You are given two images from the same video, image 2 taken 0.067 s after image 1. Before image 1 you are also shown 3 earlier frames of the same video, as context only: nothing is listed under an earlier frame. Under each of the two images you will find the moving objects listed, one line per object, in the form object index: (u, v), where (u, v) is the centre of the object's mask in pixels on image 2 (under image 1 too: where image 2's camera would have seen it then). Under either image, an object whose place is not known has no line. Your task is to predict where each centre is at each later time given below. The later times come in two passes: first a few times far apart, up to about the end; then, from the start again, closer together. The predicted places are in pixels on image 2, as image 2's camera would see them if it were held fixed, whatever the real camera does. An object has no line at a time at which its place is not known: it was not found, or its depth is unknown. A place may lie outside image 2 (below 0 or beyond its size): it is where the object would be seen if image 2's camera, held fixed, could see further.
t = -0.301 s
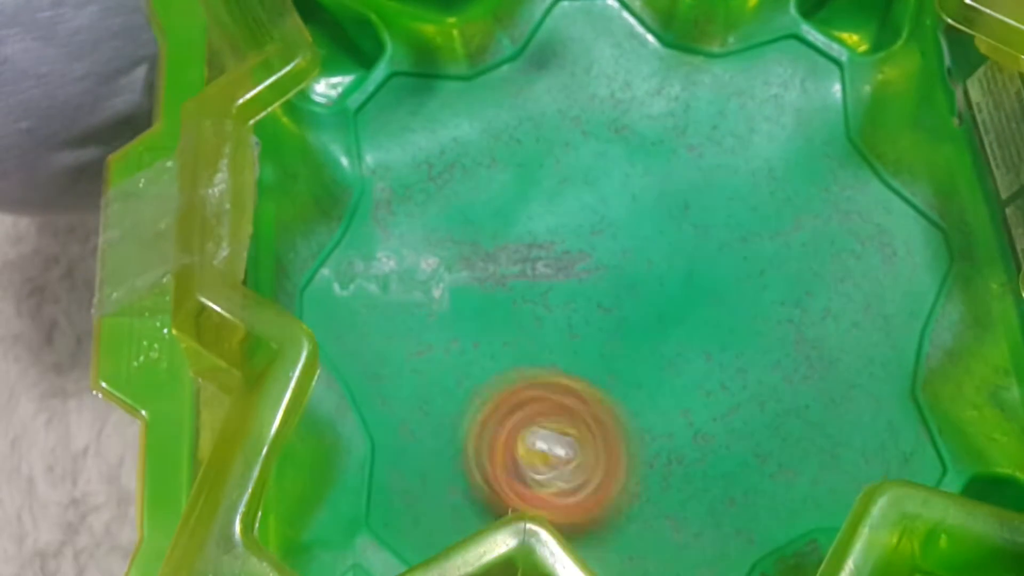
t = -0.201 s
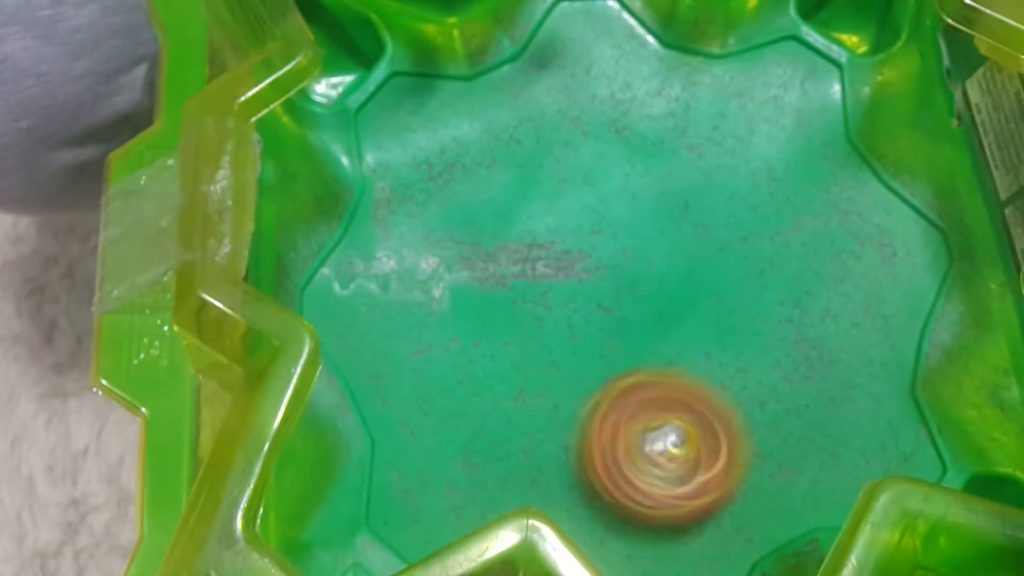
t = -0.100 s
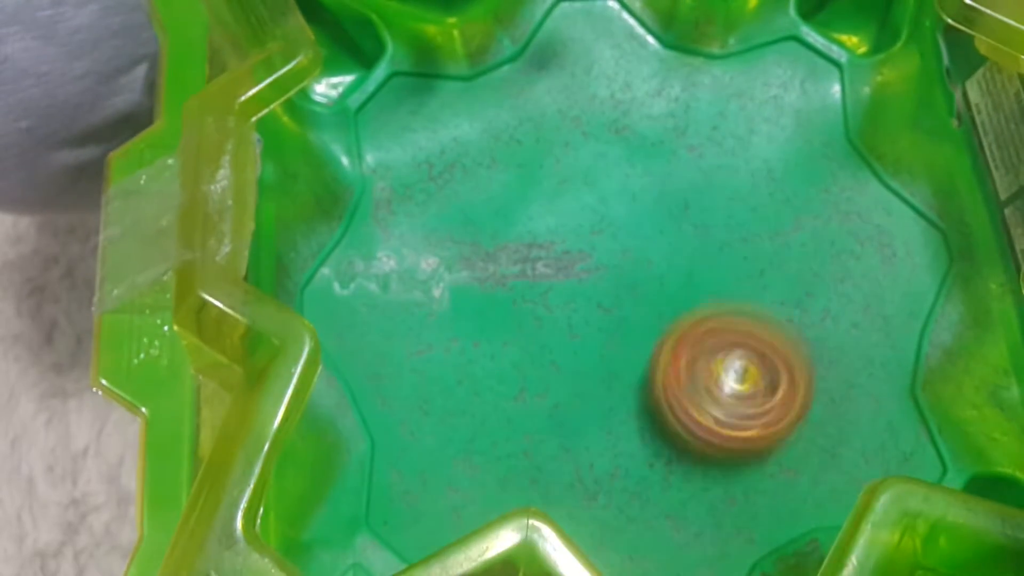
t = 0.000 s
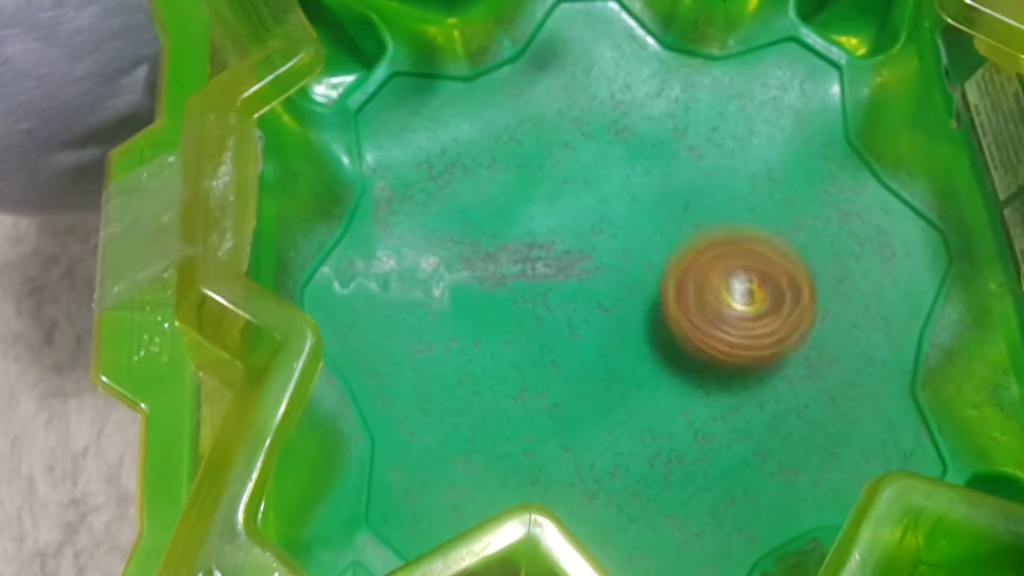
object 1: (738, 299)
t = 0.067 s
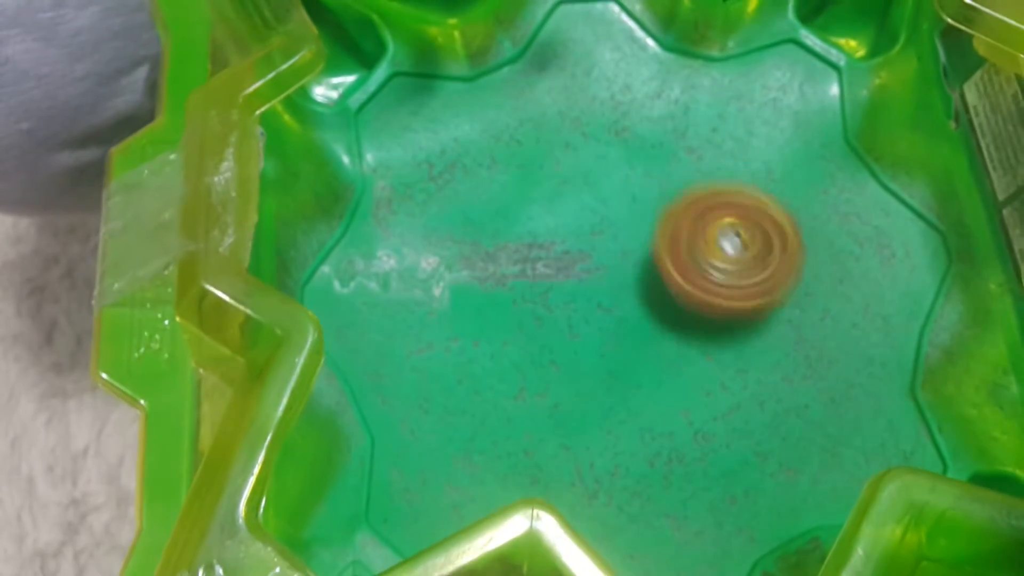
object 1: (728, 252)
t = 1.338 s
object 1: (571, 203)
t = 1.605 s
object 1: (467, 371)
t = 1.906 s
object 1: (674, 379)
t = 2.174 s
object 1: (621, 217)
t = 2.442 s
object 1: (479, 299)
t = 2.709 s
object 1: (614, 369)
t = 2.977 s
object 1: (612, 222)
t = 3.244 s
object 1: (495, 280)
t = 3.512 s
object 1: (508, 329)
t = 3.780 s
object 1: (519, 344)
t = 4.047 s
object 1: (532, 347)
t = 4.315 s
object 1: (550, 345)
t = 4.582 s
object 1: (565, 349)
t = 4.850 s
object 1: (576, 348)
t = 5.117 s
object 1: (589, 340)
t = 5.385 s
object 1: (602, 334)
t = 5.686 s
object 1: (610, 318)
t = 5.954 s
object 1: (609, 302)
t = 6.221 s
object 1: (617, 288)
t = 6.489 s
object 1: (620, 279)
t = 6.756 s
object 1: (620, 269)
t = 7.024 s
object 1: (610, 258)
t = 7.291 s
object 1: (606, 256)
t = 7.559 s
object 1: (602, 253)
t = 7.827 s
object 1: (593, 261)
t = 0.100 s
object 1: (719, 232)
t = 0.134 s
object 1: (706, 211)
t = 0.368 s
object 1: (527, 178)
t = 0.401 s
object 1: (500, 199)
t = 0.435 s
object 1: (482, 220)
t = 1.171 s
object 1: (697, 242)
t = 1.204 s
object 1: (680, 226)
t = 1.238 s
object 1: (658, 213)
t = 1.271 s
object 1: (629, 201)
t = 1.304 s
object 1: (600, 198)
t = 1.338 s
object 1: (571, 203)
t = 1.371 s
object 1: (537, 208)
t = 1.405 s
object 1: (511, 219)
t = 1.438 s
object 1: (493, 239)
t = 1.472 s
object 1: (479, 258)
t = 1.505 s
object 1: (470, 284)
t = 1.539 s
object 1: (462, 314)
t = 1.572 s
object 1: (460, 342)
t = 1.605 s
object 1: (467, 371)
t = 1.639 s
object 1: (483, 393)
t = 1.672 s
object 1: (508, 414)
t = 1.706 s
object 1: (538, 426)
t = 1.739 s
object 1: (570, 434)
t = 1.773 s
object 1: (600, 431)
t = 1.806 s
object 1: (627, 423)
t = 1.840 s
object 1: (648, 411)
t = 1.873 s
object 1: (664, 396)
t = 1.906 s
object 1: (674, 379)
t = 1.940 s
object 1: (678, 363)
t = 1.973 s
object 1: (684, 341)
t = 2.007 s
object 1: (683, 319)
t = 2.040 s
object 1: (677, 297)
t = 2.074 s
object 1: (670, 274)
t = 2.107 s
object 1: (659, 251)
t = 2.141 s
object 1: (644, 233)
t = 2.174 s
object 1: (621, 217)
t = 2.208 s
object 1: (595, 209)
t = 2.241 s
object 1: (570, 209)
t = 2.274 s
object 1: (541, 209)
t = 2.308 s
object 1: (516, 217)
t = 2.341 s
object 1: (499, 231)
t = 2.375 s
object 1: (487, 253)
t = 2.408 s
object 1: (480, 276)
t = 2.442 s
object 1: (479, 299)
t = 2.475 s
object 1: (482, 324)
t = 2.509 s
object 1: (492, 347)
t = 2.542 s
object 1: (508, 363)
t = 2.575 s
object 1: (528, 376)
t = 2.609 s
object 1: (550, 382)
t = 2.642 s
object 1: (573, 382)
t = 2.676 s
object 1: (594, 380)
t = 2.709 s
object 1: (614, 369)
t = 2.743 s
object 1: (629, 355)
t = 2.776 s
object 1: (640, 339)
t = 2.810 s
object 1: (647, 318)
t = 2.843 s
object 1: (648, 300)
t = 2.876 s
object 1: (648, 277)
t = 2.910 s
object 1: (642, 256)
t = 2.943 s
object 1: (631, 237)
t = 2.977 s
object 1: (612, 222)
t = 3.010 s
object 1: (591, 214)
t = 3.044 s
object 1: (569, 212)
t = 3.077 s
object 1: (544, 210)
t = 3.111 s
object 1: (526, 214)
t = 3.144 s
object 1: (509, 226)
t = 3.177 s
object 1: (497, 246)
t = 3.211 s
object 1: (494, 262)
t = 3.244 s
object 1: (495, 280)
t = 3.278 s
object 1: (497, 298)
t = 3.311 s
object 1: (503, 311)
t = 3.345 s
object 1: (505, 320)
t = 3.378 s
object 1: (501, 324)
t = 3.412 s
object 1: (500, 324)
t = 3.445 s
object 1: (503, 325)
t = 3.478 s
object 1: (506, 327)
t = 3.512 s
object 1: (508, 329)
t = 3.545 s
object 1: (509, 331)
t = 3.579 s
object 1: (510, 333)
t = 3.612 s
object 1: (512, 334)
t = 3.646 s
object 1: (515, 336)
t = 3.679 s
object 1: (517, 338)
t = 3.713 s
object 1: (518, 340)
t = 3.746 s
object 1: (518, 342)
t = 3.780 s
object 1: (519, 344)
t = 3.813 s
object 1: (520, 345)
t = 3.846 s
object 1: (521, 346)
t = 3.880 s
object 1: (522, 347)
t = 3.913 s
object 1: (523, 346)
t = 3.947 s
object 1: (526, 346)
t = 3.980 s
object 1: (528, 346)
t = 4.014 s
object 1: (530, 346)
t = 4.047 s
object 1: (532, 347)
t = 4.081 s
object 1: (534, 346)
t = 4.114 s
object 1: (536, 346)
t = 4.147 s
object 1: (538, 346)
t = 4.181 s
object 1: (539, 345)
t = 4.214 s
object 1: (542, 344)
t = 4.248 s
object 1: (545, 344)
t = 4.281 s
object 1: (547, 345)
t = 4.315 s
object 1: (550, 345)
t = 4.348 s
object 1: (551, 346)
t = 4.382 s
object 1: (554, 346)
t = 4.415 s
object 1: (555, 347)
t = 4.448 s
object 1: (558, 347)
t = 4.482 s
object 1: (560, 347)
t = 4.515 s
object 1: (562, 349)
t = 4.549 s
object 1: (563, 349)
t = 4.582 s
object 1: (565, 349)
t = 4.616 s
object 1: (568, 351)
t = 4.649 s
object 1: (568, 352)
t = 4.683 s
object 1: (570, 351)
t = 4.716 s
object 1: (571, 351)
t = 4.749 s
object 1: (573, 351)
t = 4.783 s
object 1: (574, 351)
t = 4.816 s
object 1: (575, 349)
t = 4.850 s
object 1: (576, 348)
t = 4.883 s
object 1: (577, 348)
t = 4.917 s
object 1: (578, 346)
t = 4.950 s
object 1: (579, 345)
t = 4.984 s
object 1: (579, 344)
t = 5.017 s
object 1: (582, 340)
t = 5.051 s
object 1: (585, 339)
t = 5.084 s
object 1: (588, 340)
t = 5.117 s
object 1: (589, 340)
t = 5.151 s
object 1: (589, 340)
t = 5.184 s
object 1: (591, 338)
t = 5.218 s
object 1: (594, 337)
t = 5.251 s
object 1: (596, 337)
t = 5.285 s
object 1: (598, 337)
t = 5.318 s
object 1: (598, 336)
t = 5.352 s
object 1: (600, 334)
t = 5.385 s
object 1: (602, 334)
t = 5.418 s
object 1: (603, 333)
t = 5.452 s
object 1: (603, 331)
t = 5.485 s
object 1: (606, 328)
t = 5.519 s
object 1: (609, 327)
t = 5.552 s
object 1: (608, 326)
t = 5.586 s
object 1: (606, 324)
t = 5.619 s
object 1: (607, 319)
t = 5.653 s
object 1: (609, 318)
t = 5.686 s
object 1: (610, 318)
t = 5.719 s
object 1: (608, 316)
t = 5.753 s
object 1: (607, 313)
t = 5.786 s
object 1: (608, 310)
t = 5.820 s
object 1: (609, 309)
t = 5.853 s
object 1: (609, 308)
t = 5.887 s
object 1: (609, 306)
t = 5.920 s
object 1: (609, 304)
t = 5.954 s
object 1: (609, 302)
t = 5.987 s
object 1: (610, 301)
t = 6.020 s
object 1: (610, 299)
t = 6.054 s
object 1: (611, 297)
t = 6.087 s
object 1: (612, 294)
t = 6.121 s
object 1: (613, 293)
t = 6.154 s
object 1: (615, 291)
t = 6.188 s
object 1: (616, 290)
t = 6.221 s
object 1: (617, 288)
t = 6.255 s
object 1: (618, 286)
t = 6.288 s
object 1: (620, 285)
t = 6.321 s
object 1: (619, 284)
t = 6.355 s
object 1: (619, 282)
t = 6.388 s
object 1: (620, 282)
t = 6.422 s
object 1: (620, 282)
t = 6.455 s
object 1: (620, 280)
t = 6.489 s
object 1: (620, 279)
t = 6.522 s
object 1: (621, 278)
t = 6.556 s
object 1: (621, 277)
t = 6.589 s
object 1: (620, 276)
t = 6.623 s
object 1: (620, 275)
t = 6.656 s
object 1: (618, 274)
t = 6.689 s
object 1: (617, 272)
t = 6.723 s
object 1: (618, 270)
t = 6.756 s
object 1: (620, 269)
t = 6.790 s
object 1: (619, 270)
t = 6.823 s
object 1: (616, 269)
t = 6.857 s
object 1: (614, 266)
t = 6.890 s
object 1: (614, 264)
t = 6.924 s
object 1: (614, 263)
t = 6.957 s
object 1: (613, 262)
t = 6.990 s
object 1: (611, 260)
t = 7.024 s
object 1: (610, 258)
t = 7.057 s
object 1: (611, 256)
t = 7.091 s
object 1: (611, 255)
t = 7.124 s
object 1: (610, 254)
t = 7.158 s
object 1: (610, 252)
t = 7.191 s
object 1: (610, 251)
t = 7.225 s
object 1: (609, 252)
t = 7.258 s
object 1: (608, 254)
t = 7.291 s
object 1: (606, 256)
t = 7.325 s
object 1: (604, 257)
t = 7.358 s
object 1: (604, 255)
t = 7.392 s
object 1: (605, 254)
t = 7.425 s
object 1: (605, 256)
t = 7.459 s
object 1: (602, 257)
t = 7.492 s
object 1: (599, 255)
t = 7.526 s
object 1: (599, 252)
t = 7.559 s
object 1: (602, 253)
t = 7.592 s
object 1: (602, 256)
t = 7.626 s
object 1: (598, 258)
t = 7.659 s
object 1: (596, 258)
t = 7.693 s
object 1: (595, 257)
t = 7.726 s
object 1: (596, 258)
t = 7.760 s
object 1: (596, 260)
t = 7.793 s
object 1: (594, 261)
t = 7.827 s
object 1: (593, 261)
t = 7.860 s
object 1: (594, 261)
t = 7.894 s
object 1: (596, 263)
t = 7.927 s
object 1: (596, 265)
